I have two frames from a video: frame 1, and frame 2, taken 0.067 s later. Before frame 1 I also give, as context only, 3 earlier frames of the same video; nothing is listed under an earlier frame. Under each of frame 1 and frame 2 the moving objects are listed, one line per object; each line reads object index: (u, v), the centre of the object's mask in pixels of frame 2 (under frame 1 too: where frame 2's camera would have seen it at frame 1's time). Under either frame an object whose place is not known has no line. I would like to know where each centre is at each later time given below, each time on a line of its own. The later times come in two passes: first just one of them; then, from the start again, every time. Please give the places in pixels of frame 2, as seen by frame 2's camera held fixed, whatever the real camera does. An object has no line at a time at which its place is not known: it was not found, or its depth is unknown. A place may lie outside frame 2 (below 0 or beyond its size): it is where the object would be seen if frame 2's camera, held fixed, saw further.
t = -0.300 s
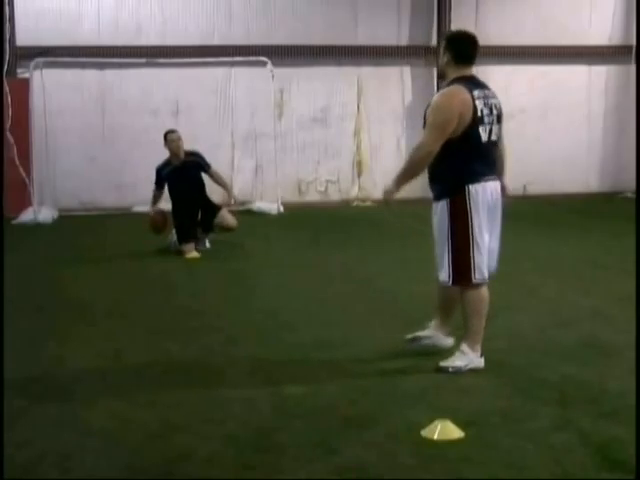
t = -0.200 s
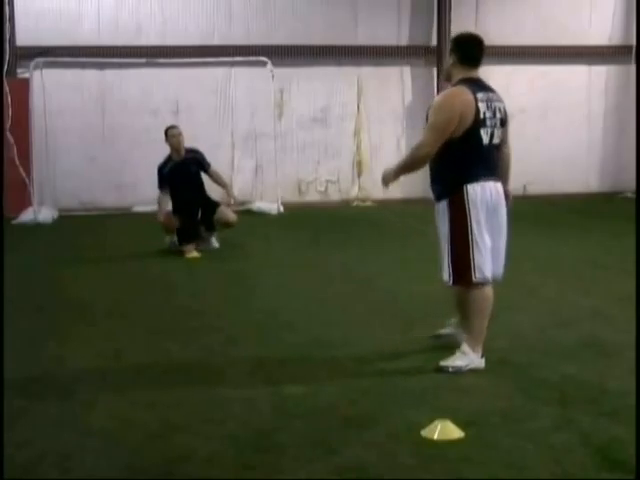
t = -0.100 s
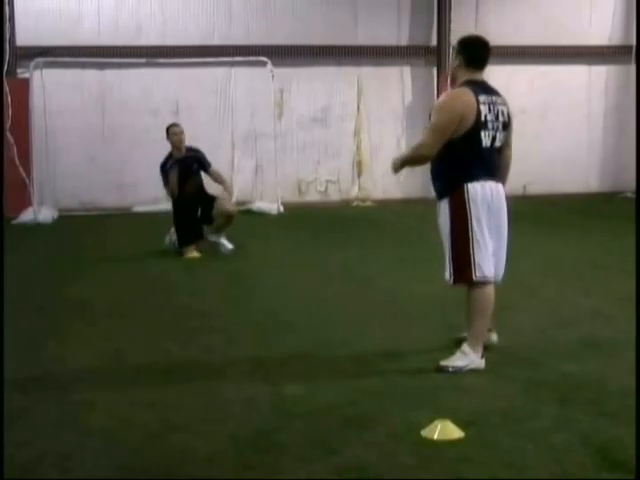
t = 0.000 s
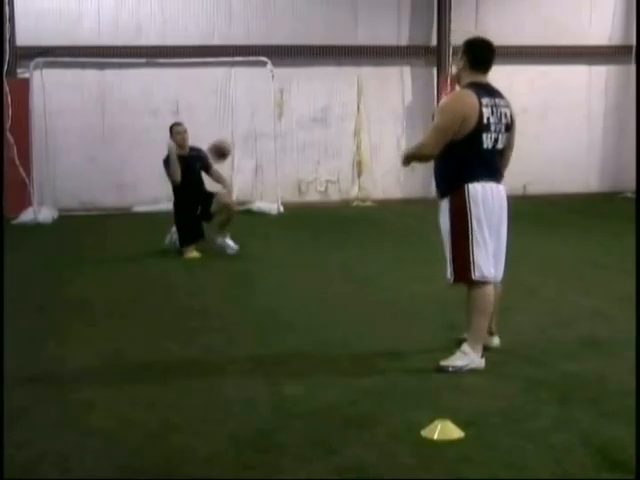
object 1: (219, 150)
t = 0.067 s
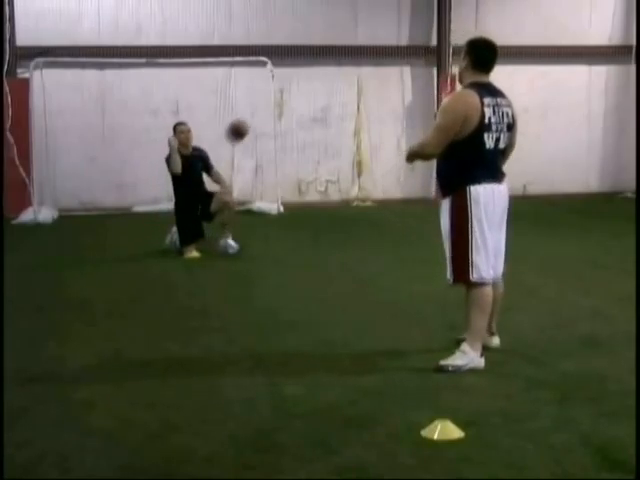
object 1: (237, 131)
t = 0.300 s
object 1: (317, 94)
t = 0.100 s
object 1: (247, 121)
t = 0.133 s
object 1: (258, 113)
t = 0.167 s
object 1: (270, 108)
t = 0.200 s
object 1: (280, 103)
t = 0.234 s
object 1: (290, 99)
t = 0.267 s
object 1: (304, 95)
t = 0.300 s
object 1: (317, 94)
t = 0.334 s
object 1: (330, 95)
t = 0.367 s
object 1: (342, 97)
